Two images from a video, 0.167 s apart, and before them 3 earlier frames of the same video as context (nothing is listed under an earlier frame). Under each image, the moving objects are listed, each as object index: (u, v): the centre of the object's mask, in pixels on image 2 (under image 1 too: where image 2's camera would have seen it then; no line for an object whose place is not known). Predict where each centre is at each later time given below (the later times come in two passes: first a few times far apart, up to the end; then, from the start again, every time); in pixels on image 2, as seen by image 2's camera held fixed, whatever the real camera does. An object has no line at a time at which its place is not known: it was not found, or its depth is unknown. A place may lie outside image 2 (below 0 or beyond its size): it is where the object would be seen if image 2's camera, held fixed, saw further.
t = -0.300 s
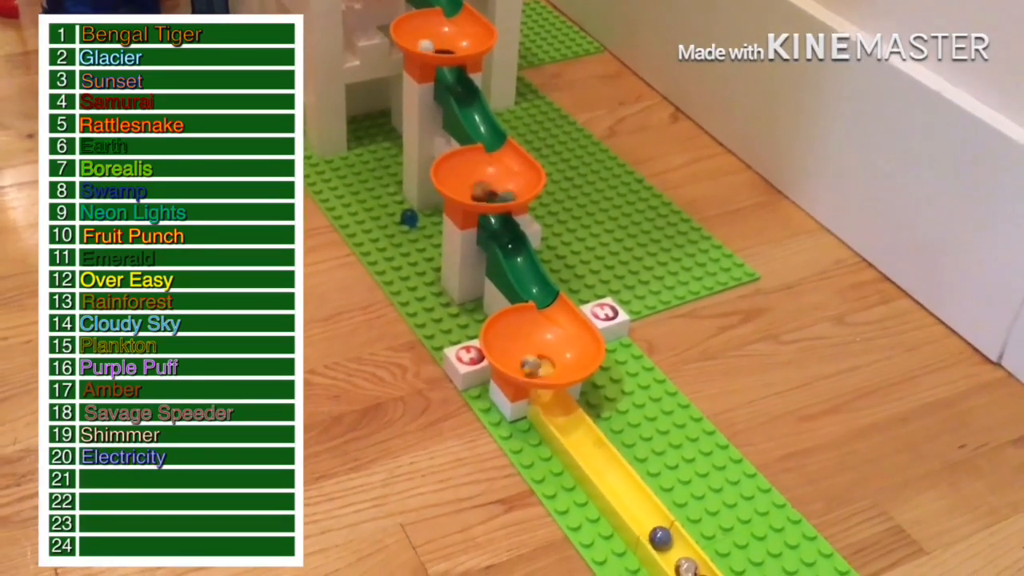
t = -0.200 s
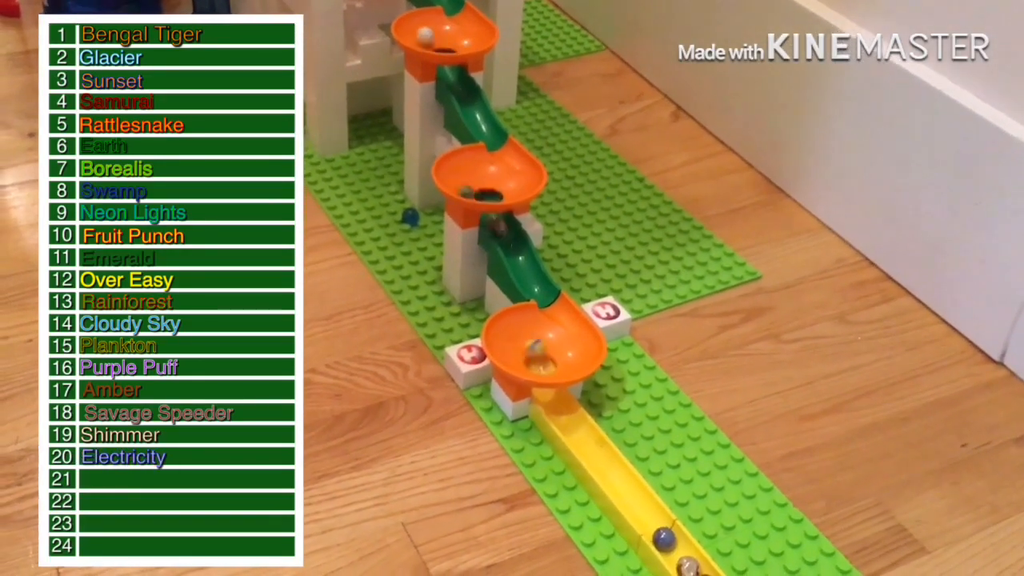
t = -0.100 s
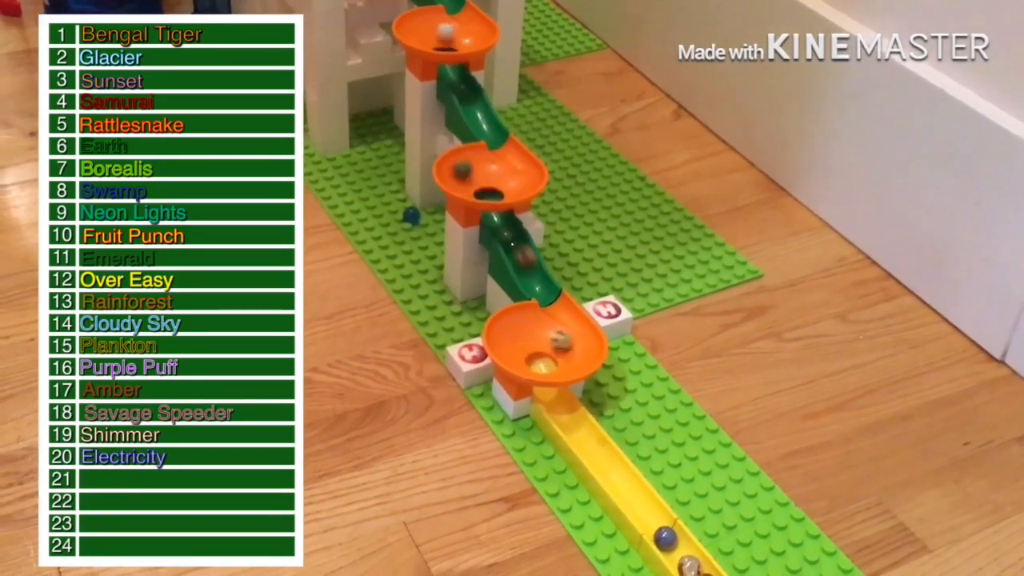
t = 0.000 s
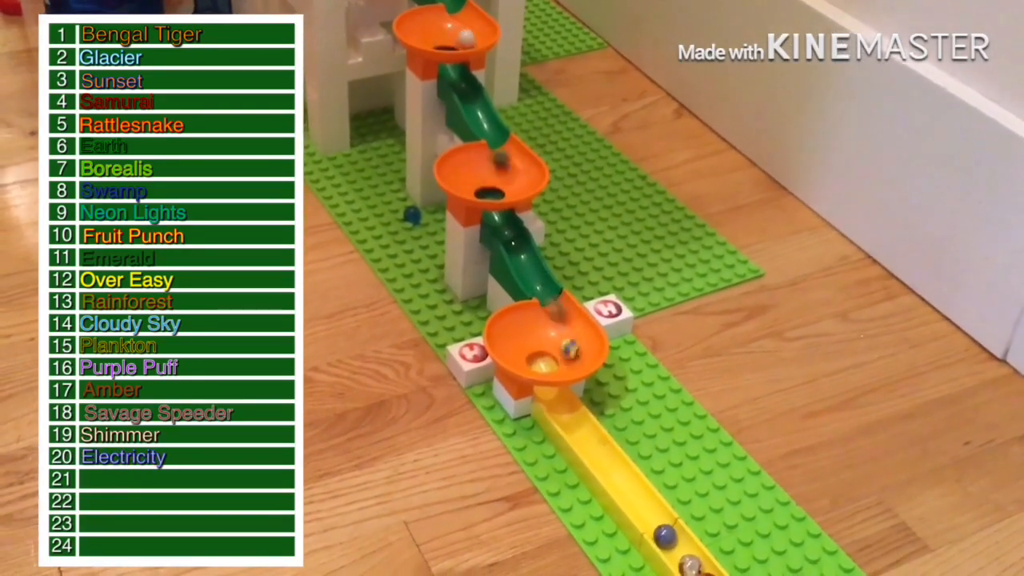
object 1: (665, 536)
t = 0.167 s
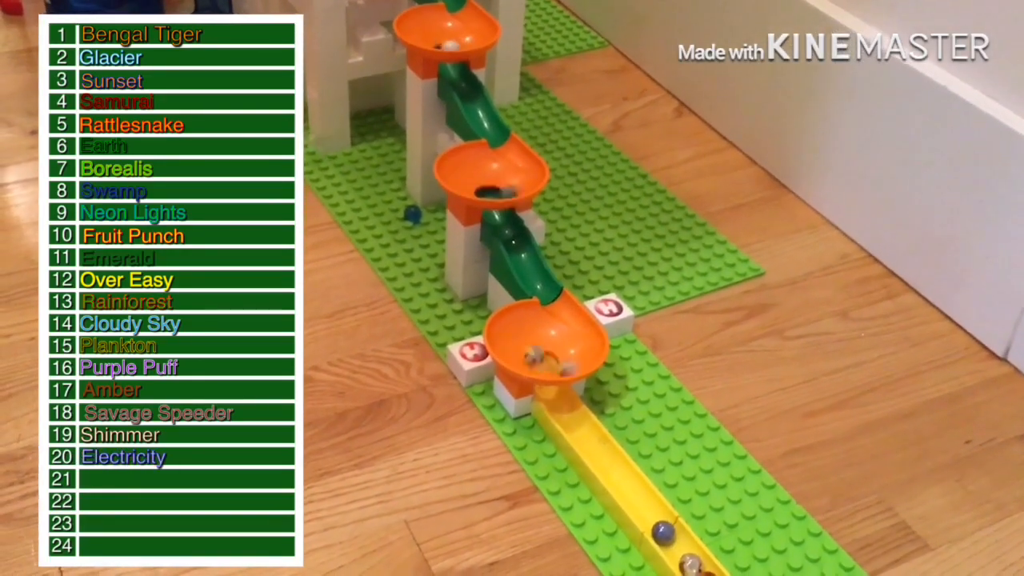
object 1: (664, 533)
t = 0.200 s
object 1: (664, 534)
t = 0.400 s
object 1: (665, 535)
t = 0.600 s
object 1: (665, 535)
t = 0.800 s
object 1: (665, 535)
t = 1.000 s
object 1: (665, 535)
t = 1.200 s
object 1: (676, 549)
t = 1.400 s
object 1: (677, 549)
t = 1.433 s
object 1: (677, 549)
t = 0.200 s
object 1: (664, 534)
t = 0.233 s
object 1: (664, 534)
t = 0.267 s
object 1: (664, 535)
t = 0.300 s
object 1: (665, 535)
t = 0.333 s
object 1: (665, 535)
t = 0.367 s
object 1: (665, 535)
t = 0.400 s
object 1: (665, 535)
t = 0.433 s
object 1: (665, 535)
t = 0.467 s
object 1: (665, 535)
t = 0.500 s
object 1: (665, 535)
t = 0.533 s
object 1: (665, 535)
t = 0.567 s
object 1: (665, 535)
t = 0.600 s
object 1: (665, 535)
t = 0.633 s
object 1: (665, 535)
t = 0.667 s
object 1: (665, 535)
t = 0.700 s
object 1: (665, 535)
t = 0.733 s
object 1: (665, 535)
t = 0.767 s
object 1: (665, 535)
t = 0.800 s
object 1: (665, 535)
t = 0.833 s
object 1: (665, 535)
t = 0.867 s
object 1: (665, 535)
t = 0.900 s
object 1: (665, 535)
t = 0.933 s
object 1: (665, 535)
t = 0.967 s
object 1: (665, 535)
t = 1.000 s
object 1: (665, 535)
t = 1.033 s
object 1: (665, 535)
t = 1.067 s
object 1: (665, 535)
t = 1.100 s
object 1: (665, 535)
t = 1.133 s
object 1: (670, 541)
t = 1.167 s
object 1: (675, 547)
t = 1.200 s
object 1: (676, 549)
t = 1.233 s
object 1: (676, 549)
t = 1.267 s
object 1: (676, 549)
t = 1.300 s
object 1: (676, 549)
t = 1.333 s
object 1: (676, 549)
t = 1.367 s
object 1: (677, 549)
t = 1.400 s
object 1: (677, 549)
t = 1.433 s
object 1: (677, 549)
